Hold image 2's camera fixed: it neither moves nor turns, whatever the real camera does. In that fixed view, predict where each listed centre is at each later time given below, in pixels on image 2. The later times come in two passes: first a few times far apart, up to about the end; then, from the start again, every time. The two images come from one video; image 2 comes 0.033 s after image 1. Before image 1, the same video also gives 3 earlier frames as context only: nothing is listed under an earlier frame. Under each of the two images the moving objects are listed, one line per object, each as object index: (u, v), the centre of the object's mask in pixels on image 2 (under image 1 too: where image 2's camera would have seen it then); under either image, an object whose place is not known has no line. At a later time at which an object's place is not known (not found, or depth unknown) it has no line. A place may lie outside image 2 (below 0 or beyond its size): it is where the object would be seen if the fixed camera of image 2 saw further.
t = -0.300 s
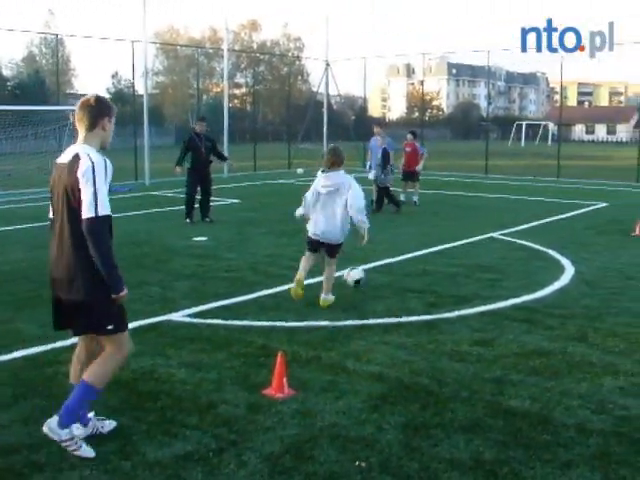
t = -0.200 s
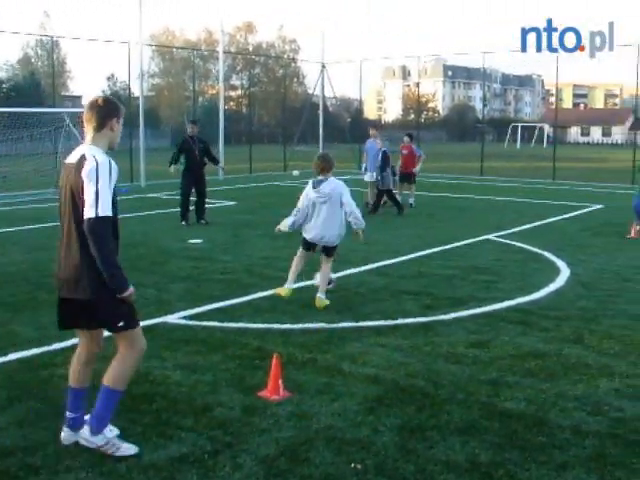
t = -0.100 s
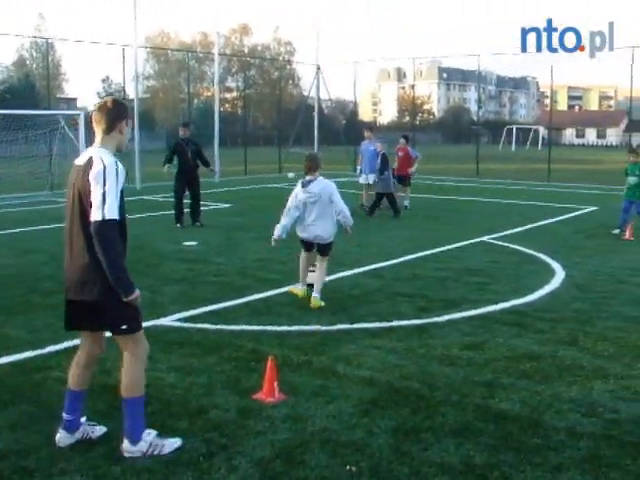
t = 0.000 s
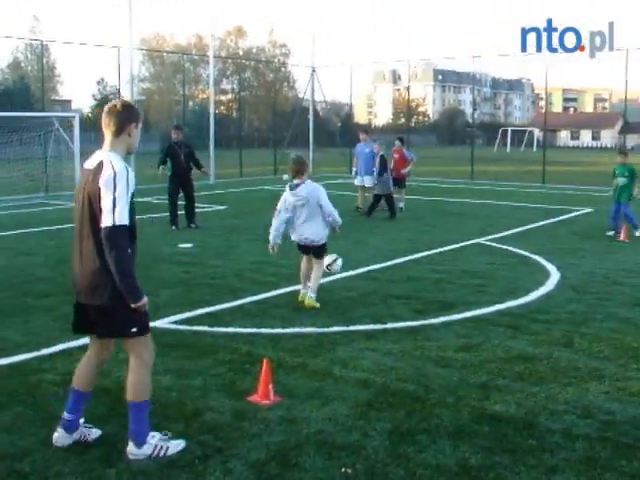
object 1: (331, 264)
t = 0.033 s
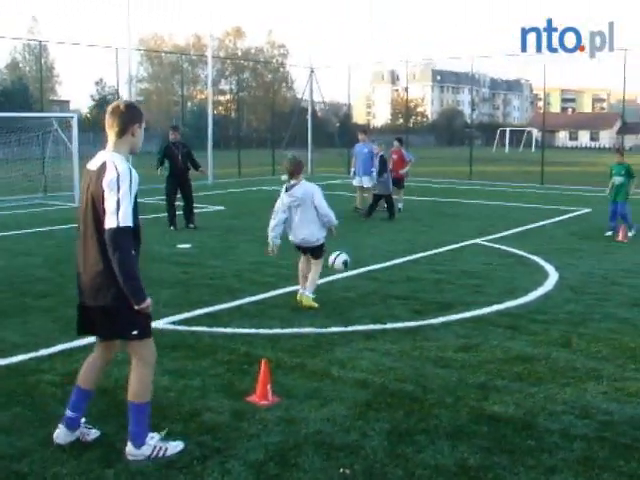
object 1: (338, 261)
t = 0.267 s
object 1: (389, 267)
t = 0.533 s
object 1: (411, 261)
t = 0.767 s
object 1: (424, 258)
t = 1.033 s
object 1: (438, 254)
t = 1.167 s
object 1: (444, 253)
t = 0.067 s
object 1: (346, 258)
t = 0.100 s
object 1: (354, 258)
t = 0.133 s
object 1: (362, 258)
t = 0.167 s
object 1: (369, 259)
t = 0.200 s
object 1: (376, 261)
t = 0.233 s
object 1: (383, 263)
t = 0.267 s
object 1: (389, 267)
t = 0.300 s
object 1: (392, 263)
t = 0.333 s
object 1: (396, 260)
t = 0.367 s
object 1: (398, 258)
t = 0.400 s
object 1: (400, 256)
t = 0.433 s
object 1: (403, 256)
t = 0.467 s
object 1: (405, 257)
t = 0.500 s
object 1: (409, 258)
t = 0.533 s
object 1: (411, 261)
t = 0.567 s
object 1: (413, 261)
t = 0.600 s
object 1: (415, 259)
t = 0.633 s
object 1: (417, 258)
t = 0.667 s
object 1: (418, 259)
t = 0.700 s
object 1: (420, 259)
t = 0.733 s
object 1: (422, 258)
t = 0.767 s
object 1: (424, 258)
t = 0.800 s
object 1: (426, 257)
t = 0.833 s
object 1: (427, 257)
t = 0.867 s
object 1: (429, 256)
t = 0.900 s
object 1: (431, 256)
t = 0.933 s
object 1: (432, 256)
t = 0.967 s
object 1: (434, 255)
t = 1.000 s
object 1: (436, 254)
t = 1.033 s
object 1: (438, 254)
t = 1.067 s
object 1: (439, 253)
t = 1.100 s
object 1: (441, 253)
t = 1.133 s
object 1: (442, 253)
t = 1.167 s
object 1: (444, 253)
